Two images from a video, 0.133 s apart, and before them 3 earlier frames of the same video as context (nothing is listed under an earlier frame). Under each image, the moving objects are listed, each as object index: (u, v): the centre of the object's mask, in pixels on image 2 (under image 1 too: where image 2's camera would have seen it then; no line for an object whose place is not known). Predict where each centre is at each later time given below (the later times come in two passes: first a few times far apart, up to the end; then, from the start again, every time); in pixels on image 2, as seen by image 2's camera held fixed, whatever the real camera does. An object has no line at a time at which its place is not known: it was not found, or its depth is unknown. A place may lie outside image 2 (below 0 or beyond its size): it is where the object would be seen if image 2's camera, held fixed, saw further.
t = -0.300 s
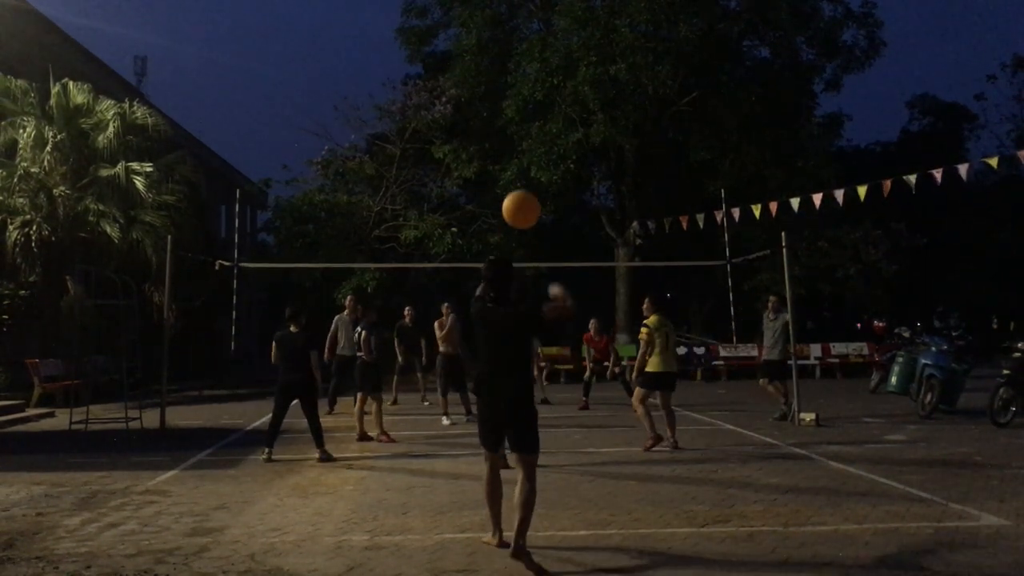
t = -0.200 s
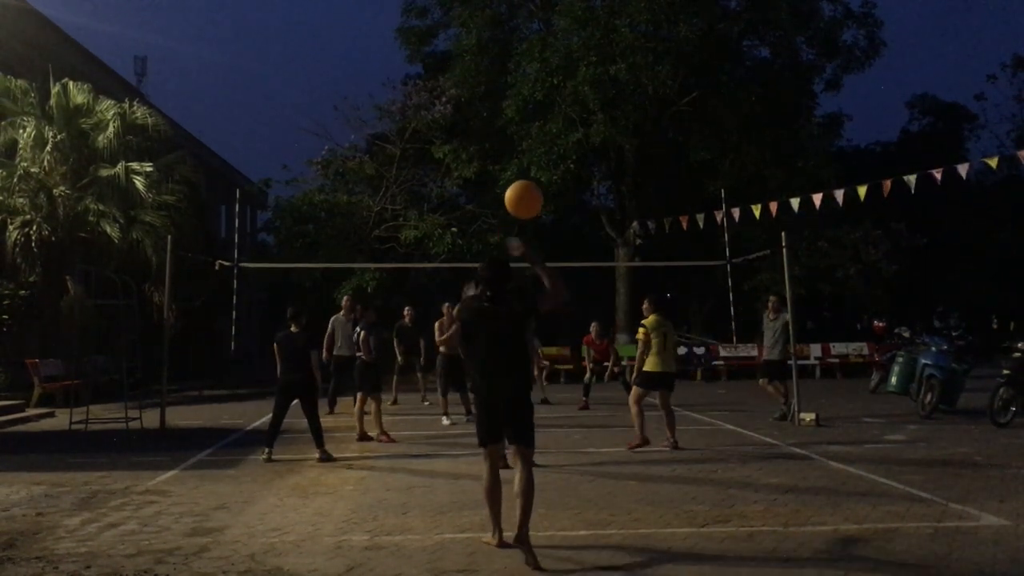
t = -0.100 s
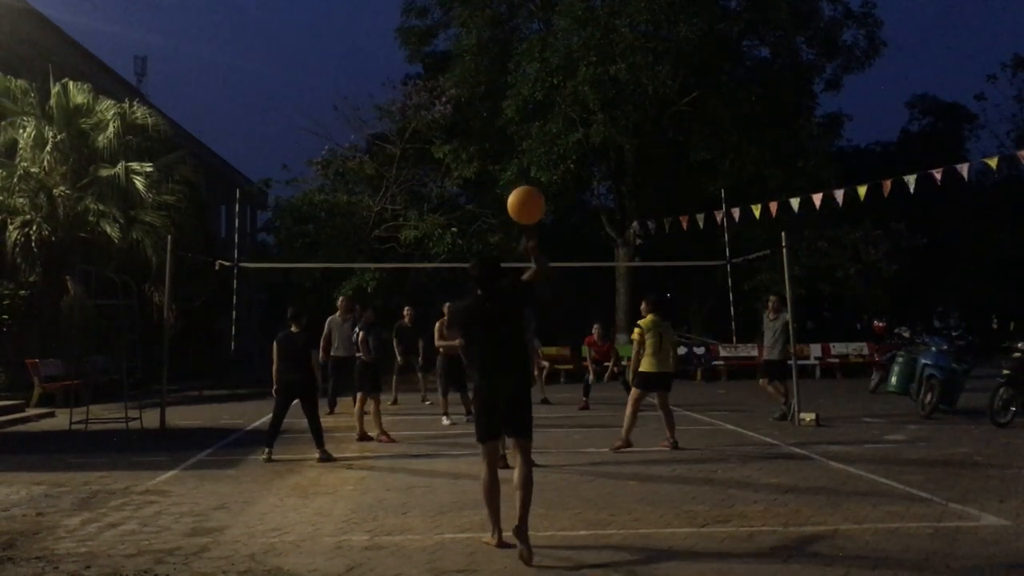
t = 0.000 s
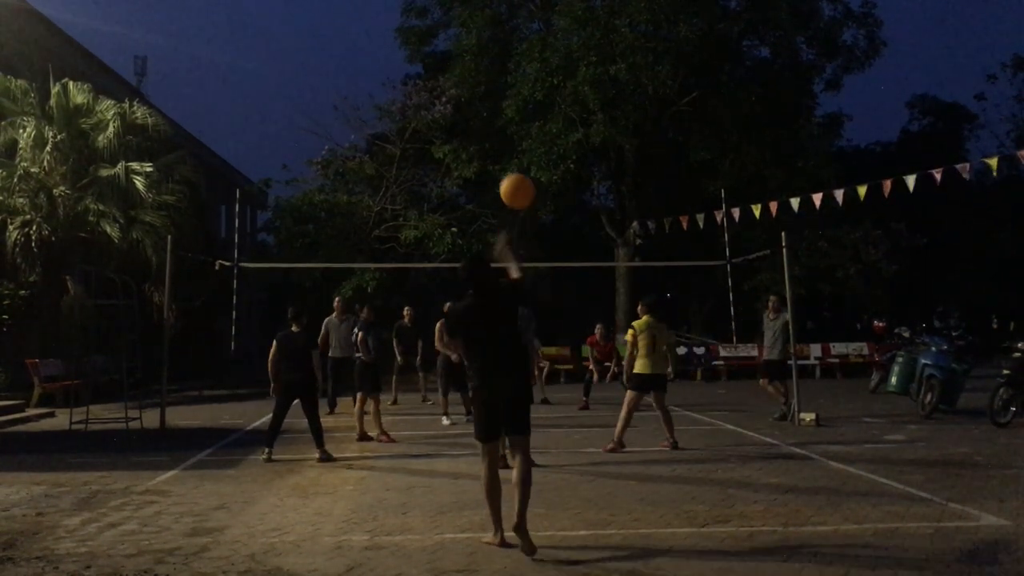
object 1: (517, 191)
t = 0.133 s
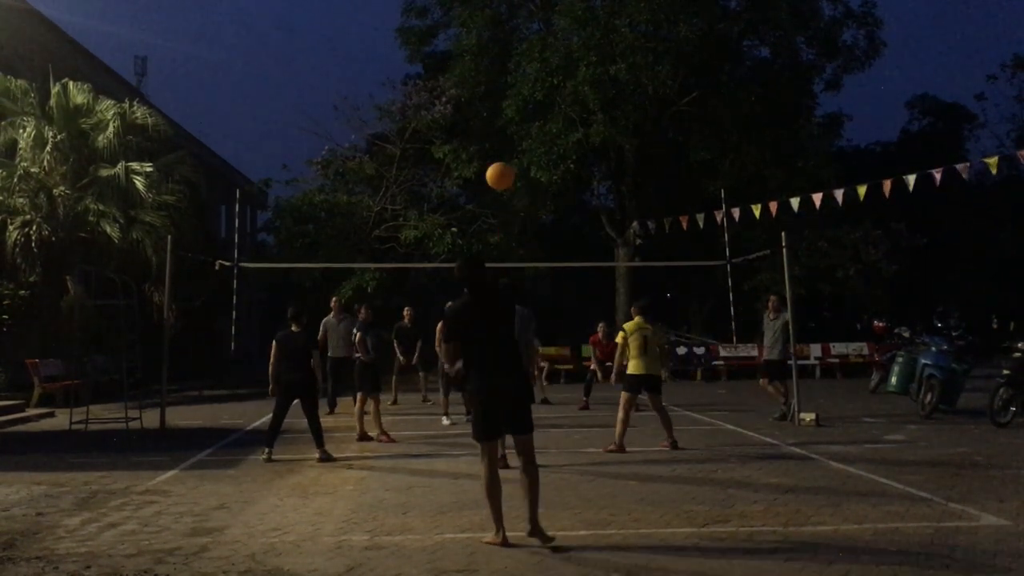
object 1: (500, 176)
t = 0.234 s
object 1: (489, 184)
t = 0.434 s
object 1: (471, 228)
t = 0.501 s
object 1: (466, 247)
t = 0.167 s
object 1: (496, 177)
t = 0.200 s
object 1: (493, 180)
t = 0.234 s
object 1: (489, 184)
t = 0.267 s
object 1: (485, 190)
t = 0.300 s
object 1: (482, 197)
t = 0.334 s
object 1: (479, 204)
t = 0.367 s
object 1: (476, 211)
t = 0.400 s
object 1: (473, 220)
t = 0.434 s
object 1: (471, 228)
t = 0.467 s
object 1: (469, 238)
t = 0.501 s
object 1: (466, 247)
